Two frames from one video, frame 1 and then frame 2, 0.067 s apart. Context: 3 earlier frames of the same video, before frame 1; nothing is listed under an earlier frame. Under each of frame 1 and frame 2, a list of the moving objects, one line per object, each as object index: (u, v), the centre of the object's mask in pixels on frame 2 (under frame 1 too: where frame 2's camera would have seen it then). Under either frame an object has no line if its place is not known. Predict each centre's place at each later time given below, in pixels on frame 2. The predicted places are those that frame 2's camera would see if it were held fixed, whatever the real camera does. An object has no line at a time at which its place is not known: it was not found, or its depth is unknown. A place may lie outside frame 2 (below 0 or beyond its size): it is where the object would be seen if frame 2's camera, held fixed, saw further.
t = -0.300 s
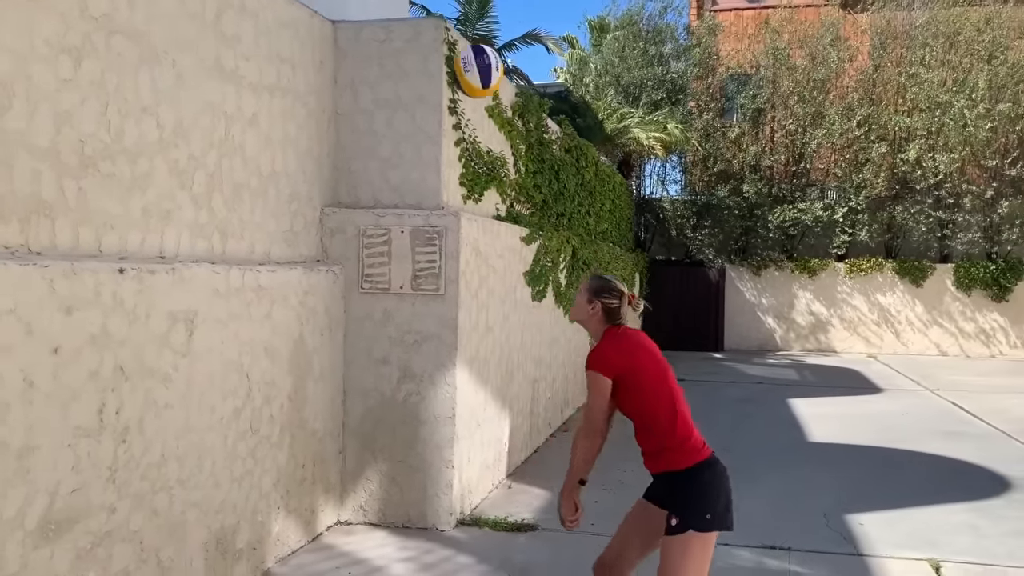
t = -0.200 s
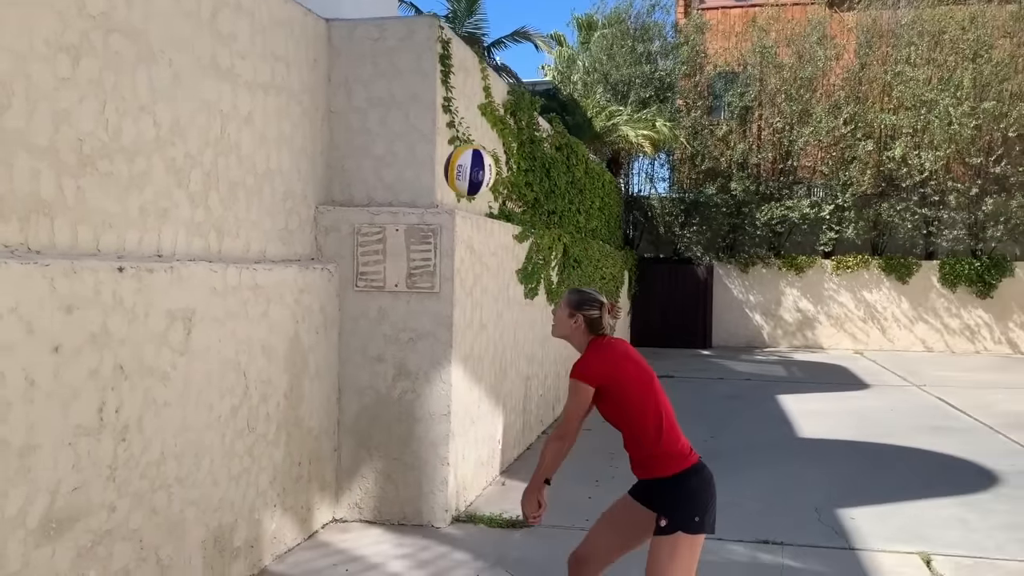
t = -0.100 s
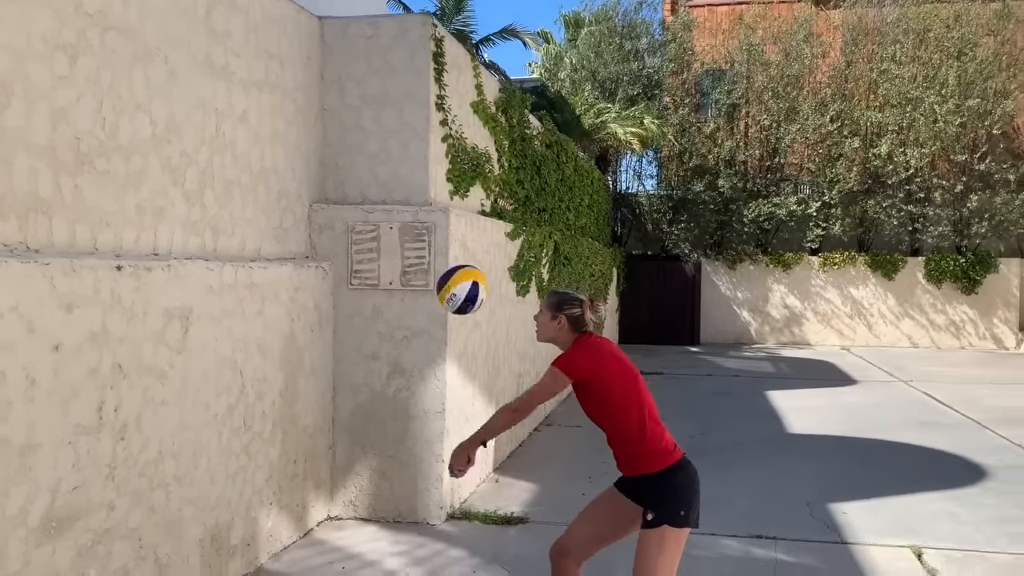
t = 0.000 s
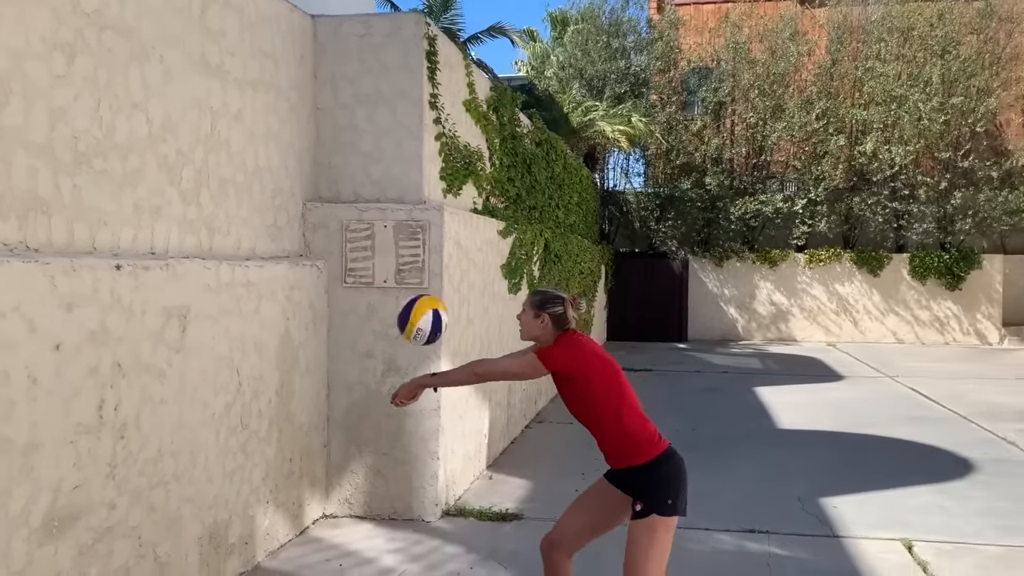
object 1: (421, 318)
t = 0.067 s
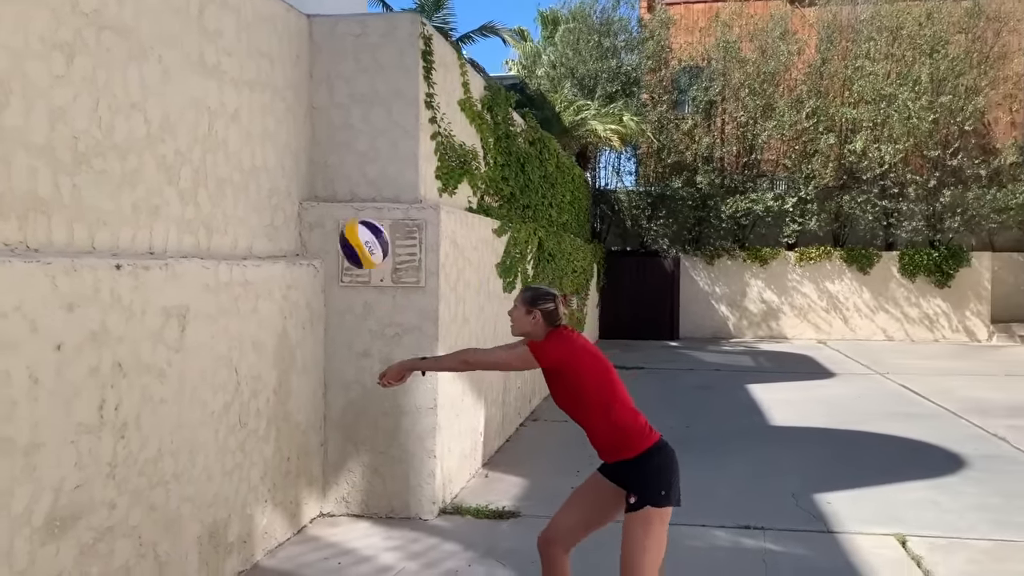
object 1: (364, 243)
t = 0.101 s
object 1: (337, 209)
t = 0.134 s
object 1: (310, 178)
